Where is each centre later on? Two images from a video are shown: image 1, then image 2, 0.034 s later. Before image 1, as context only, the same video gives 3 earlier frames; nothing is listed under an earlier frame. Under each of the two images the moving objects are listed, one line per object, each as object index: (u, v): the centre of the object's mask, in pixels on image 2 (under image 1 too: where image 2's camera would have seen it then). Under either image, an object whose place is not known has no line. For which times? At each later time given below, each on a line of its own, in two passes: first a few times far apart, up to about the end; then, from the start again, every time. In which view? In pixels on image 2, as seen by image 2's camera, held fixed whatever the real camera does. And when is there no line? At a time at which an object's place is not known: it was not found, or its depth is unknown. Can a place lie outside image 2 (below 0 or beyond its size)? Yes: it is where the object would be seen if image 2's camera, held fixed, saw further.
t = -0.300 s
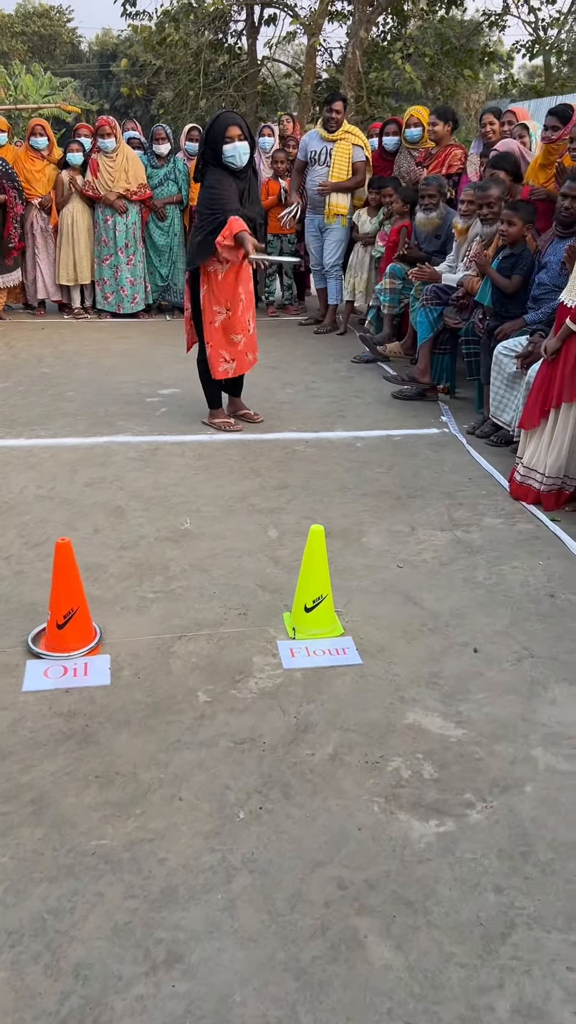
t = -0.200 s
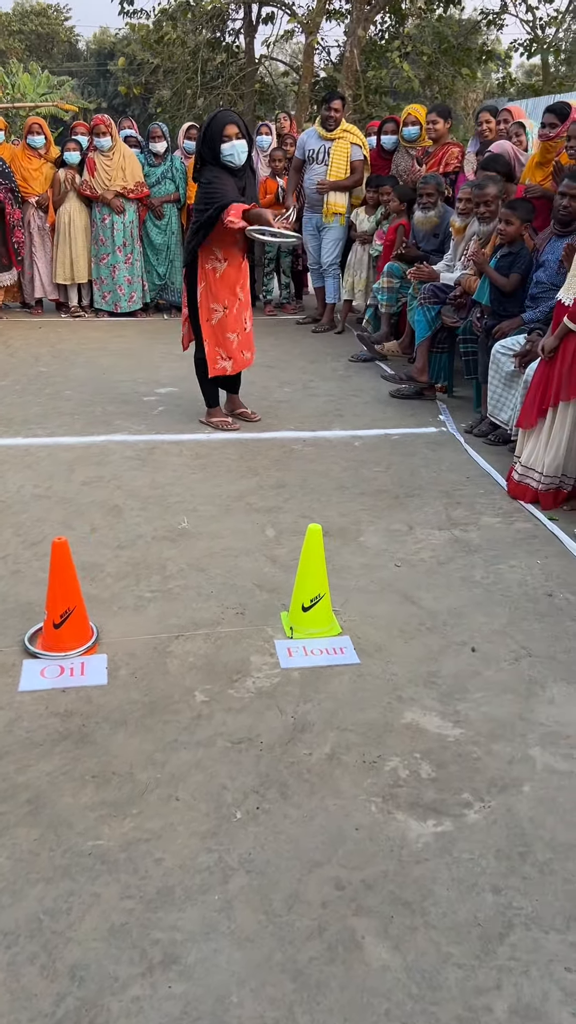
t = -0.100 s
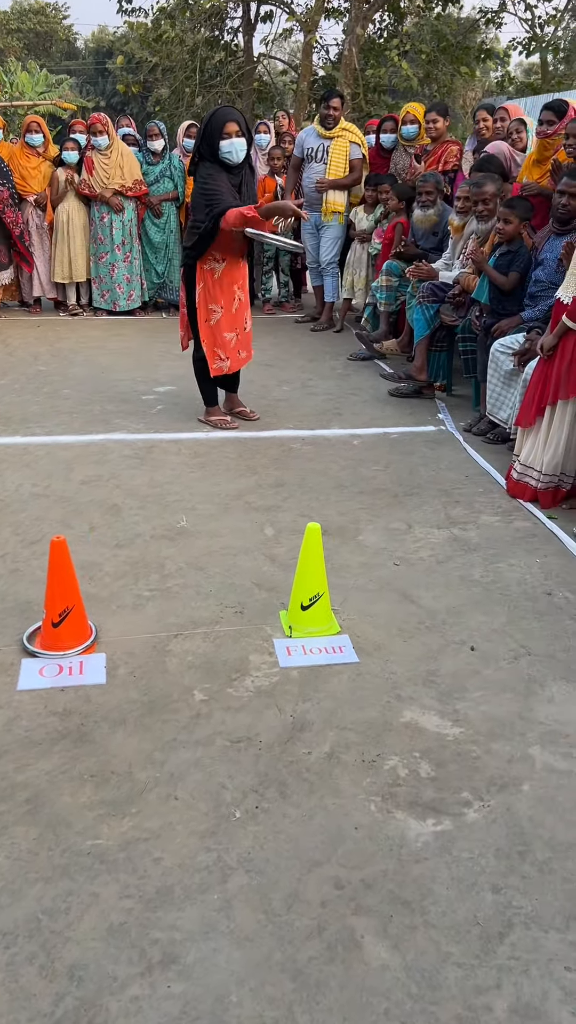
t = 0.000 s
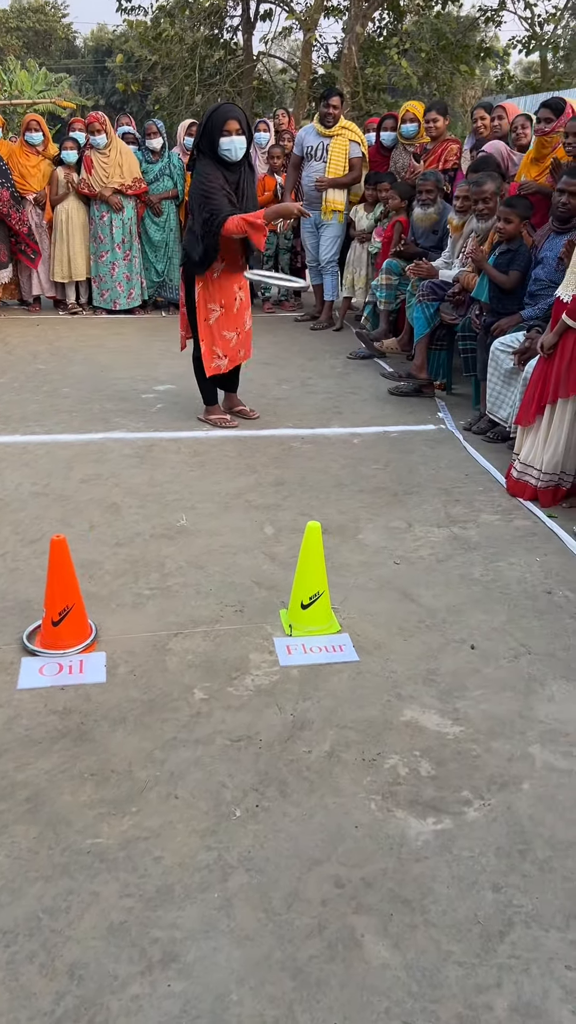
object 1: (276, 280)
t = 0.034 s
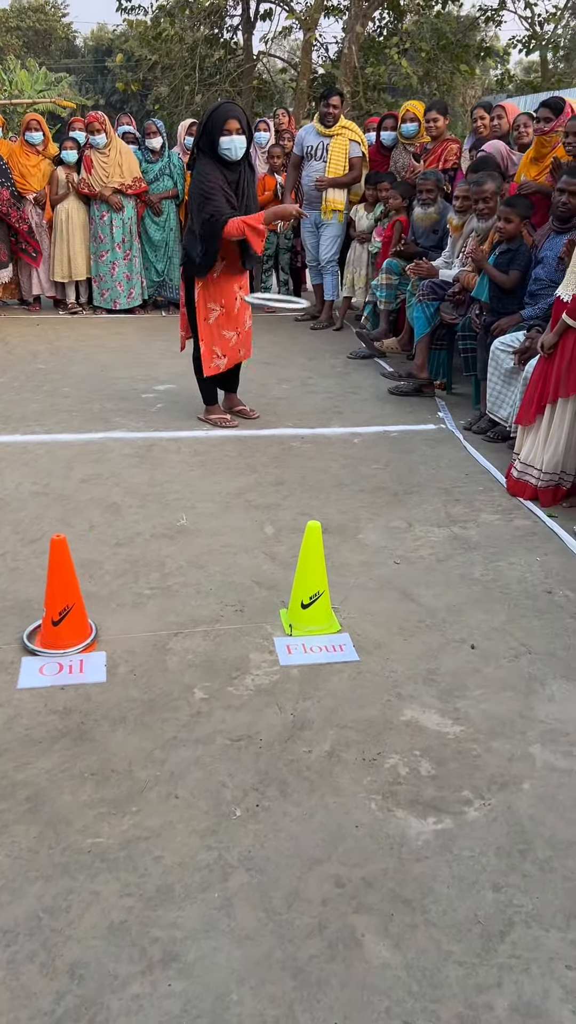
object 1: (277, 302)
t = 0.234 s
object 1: (281, 522)
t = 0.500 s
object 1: (286, 624)
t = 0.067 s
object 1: (279, 328)
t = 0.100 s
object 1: (280, 360)
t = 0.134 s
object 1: (281, 396)
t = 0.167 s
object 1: (282, 437)
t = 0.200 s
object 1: (281, 482)
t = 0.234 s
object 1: (281, 522)
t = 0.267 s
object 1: (280, 549)
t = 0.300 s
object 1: (280, 581)
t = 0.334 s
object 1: (280, 614)
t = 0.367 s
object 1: (280, 657)
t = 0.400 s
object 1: (279, 650)
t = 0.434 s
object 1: (281, 637)
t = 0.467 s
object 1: (284, 628)
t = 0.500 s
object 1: (286, 624)
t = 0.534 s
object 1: (288, 623)
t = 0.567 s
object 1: (290, 625)
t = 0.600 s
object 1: (293, 633)
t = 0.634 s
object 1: (295, 645)
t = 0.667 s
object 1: (296, 661)
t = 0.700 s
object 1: (319, 697)
